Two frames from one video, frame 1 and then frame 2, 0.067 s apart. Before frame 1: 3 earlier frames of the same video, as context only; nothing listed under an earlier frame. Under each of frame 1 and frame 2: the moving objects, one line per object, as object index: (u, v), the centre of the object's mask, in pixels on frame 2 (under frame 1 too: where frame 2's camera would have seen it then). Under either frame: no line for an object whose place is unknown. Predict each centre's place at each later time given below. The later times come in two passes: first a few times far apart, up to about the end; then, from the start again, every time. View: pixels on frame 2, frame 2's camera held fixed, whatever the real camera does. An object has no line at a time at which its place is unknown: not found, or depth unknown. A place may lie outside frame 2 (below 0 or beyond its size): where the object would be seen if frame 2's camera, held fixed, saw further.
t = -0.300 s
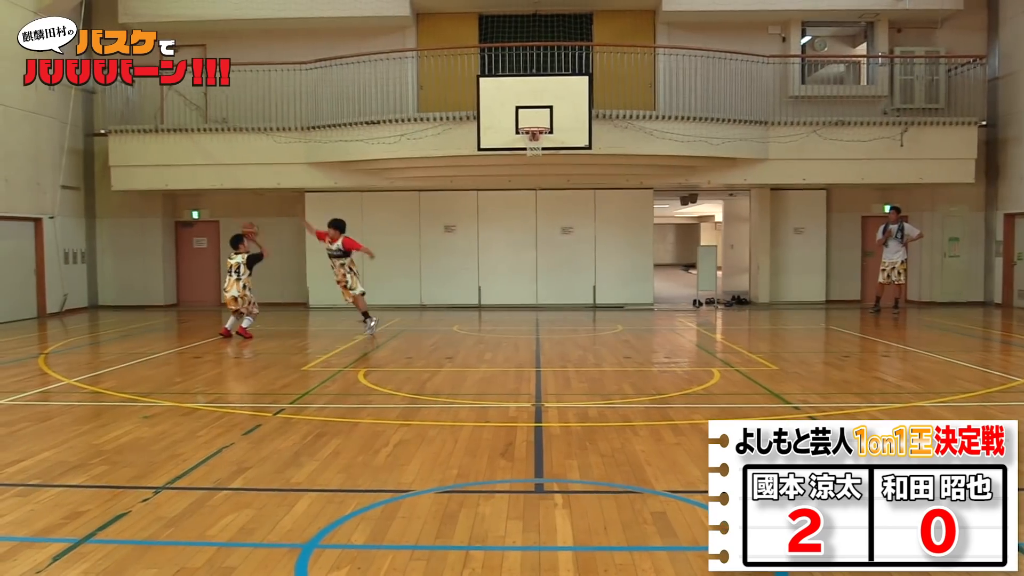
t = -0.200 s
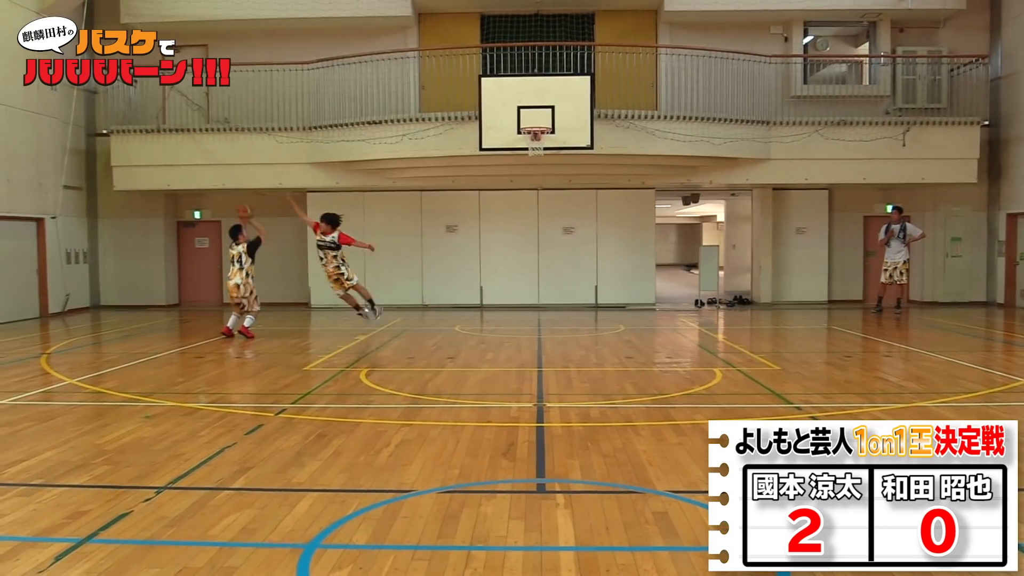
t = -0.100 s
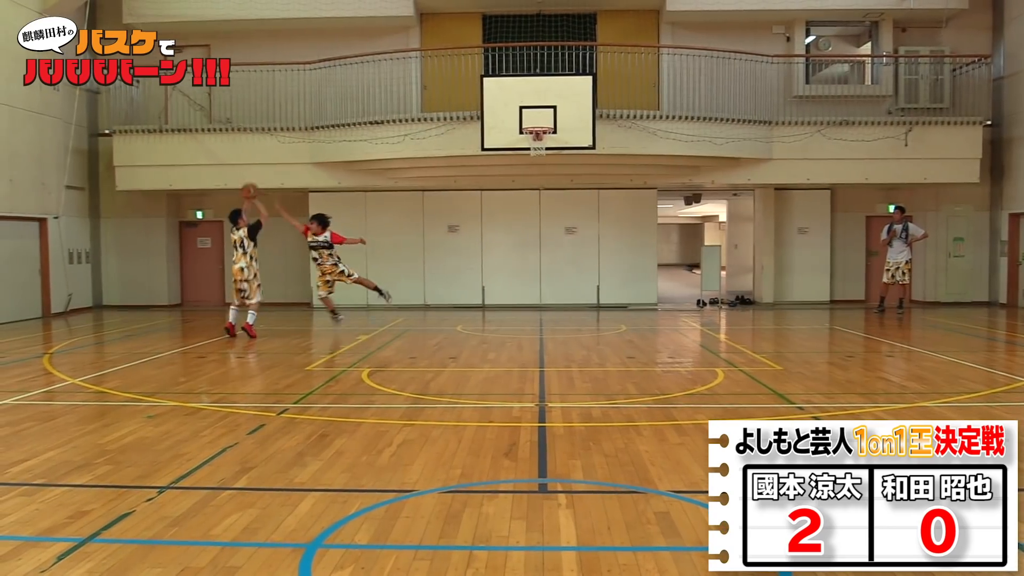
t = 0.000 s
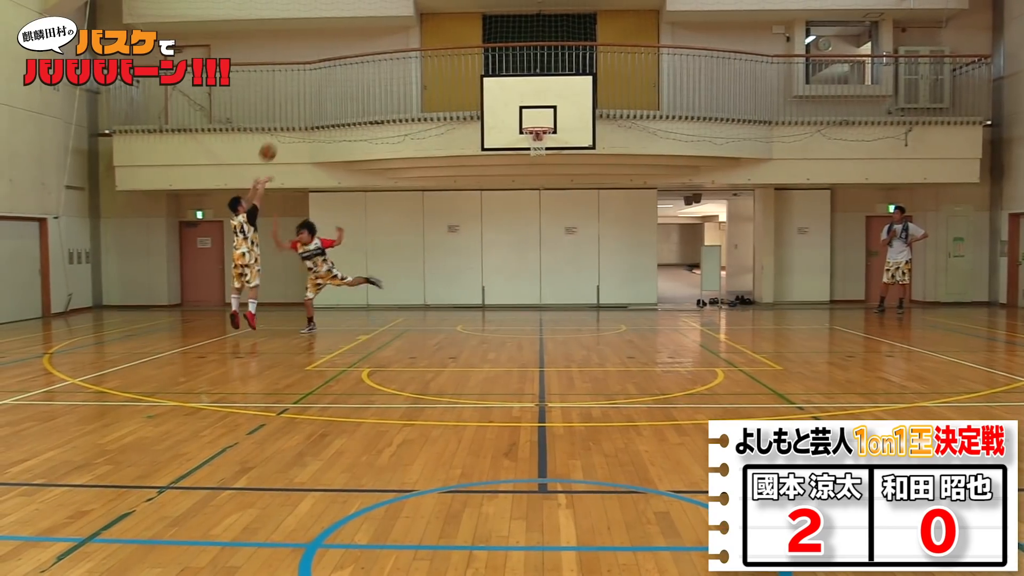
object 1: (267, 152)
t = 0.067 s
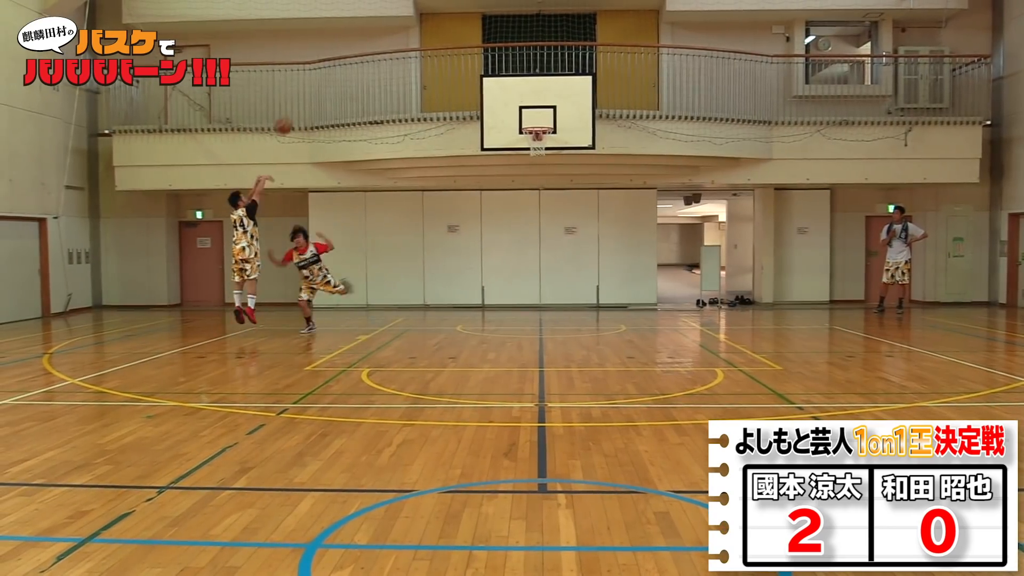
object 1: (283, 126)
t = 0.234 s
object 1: (324, 75)
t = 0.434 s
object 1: (369, 37)
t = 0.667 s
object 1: (422, 31)
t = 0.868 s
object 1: (464, 53)
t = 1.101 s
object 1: (513, 110)
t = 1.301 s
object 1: (511, 97)
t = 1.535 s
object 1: (496, 88)
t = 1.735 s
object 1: (484, 110)
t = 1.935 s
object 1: (471, 159)
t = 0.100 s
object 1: (291, 114)
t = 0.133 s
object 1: (299, 103)
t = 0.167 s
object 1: (307, 92)
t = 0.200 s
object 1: (316, 83)
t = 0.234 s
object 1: (324, 75)
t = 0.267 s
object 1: (331, 66)
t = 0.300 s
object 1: (340, 59)
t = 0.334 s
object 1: (347, 52)
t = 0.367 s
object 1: (355, 47)
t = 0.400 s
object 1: (362, 42)
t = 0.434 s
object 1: (369, 37)
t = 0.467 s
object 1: (376, 34)
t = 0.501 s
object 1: (385, 33)
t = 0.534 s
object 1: (392, 31)
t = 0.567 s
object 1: (400, 30)
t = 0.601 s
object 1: (407, 29)
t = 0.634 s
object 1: (414, 30)
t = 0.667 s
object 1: (422, 31)
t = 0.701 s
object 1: (429, 33)
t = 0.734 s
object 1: (436, 36)
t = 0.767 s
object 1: (444, 38)
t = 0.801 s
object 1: (451, 42)
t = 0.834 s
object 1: (458, 47)
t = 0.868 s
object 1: (464, 53)
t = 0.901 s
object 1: (471, 59)
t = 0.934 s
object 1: (479, 66)
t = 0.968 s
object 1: (486, 73)
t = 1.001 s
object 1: (493, 81)
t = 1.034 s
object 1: (500, 90)
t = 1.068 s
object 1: (507, 99)
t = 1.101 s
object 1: (513, 110)
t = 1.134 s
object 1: (520, 120)
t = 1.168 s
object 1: (519, 117)
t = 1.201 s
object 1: (517, 111)
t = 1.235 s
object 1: (515, 105)
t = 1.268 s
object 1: (513, 101)
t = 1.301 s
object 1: (511, 97)
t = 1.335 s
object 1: (509, 94)
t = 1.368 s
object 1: (507, 91)
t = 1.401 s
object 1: (505, 89)
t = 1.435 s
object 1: (503, 88)
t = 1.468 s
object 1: (500, 87)
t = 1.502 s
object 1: (498, 87)
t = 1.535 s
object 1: (496, 88)
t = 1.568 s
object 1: (494, 90)
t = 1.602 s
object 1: (492, 93)
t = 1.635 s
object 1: (490, 96)
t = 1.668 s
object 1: (488, 100)
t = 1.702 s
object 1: (486, 104)
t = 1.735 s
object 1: (484, 110)
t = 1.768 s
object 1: (482, 117)
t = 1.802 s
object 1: (479, 123)
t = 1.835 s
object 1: (477, 131)
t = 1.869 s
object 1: (475, 140)
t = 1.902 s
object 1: (473, 149)
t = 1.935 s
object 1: (471, 159)
